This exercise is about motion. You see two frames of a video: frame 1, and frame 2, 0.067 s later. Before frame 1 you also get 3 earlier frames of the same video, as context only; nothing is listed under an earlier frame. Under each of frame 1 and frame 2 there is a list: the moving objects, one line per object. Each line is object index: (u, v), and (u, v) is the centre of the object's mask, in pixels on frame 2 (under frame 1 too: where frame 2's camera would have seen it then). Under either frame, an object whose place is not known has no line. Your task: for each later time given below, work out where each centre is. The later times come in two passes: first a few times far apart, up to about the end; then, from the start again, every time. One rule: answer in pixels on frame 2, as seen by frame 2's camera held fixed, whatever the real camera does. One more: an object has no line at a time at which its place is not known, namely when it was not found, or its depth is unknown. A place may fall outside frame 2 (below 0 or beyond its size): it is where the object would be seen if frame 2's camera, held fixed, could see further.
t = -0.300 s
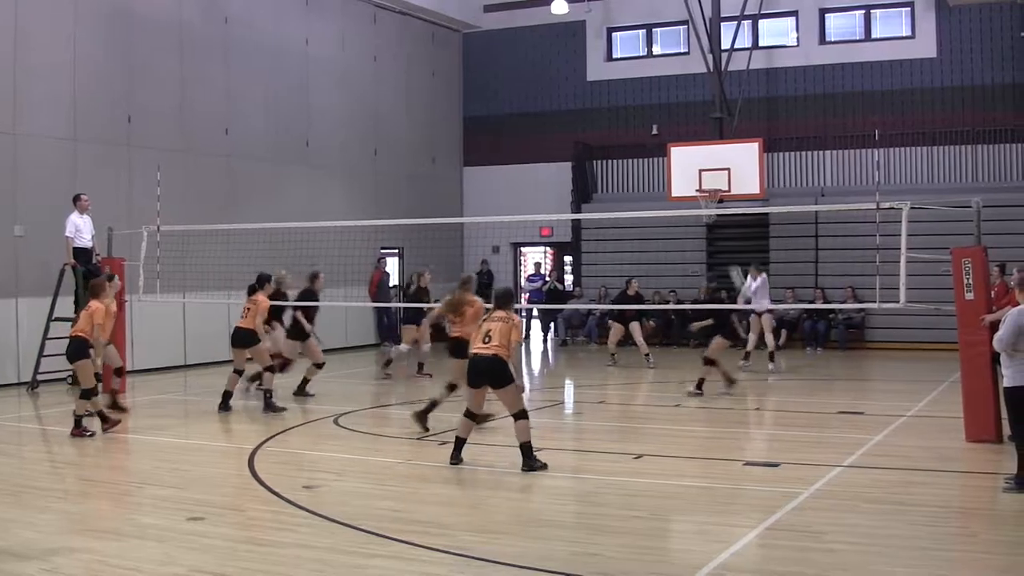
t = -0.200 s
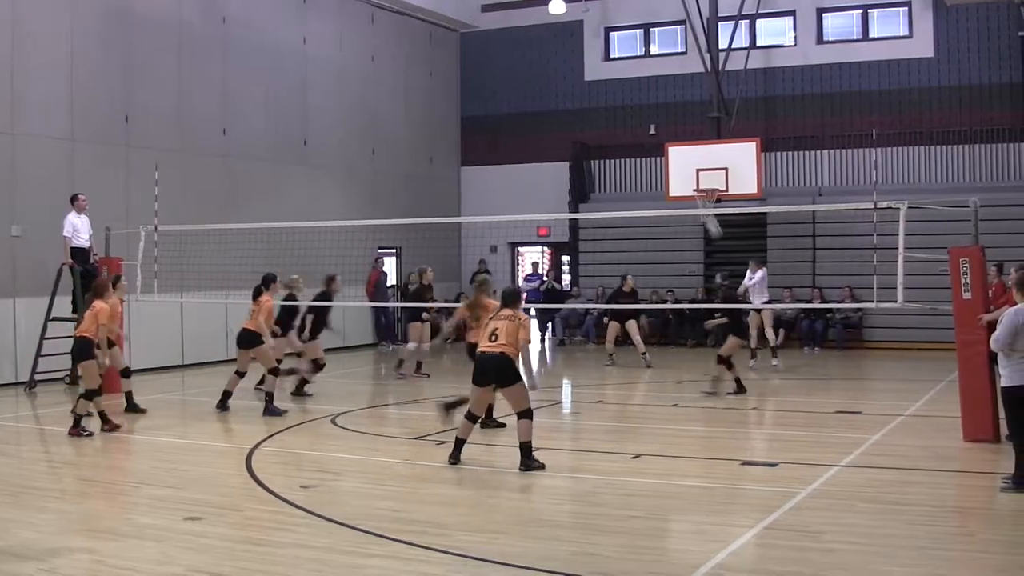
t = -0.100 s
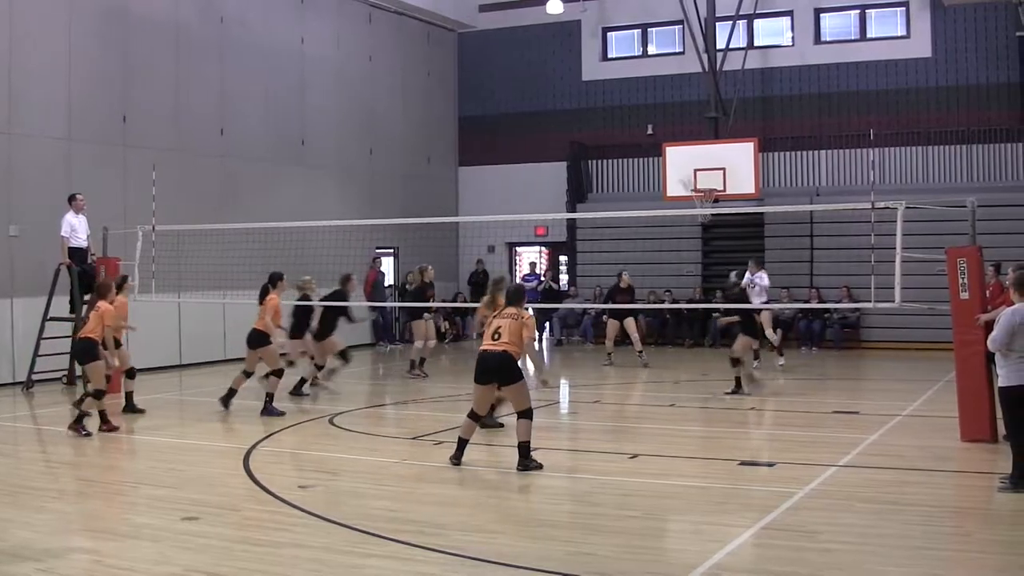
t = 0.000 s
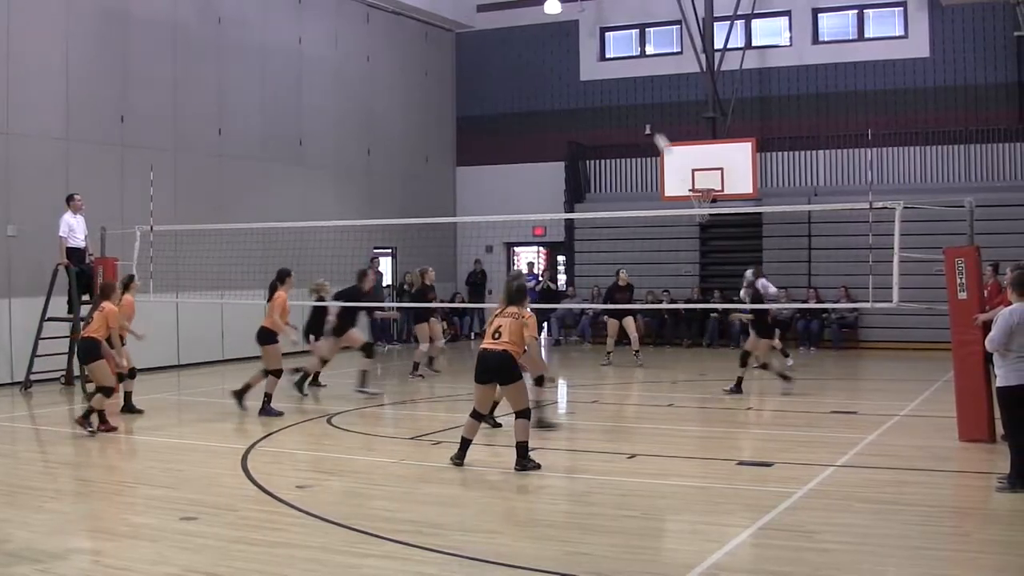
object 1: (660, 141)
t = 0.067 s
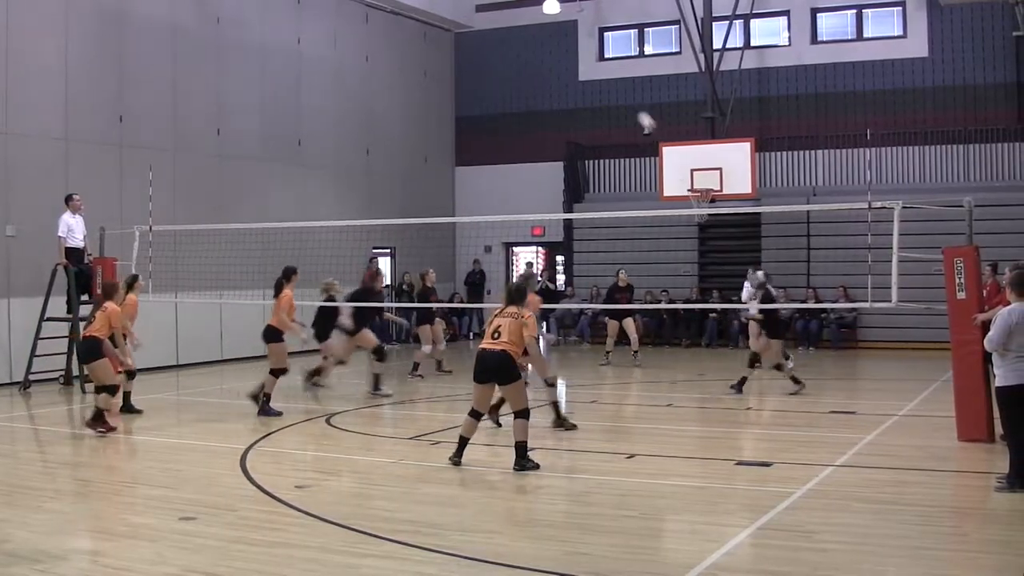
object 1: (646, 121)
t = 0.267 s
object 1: (601, 73)
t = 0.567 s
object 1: (534, 51)
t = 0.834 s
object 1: (473, 85)
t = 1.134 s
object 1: (406, 186)
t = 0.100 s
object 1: (639, 112)
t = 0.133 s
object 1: (631, 102)
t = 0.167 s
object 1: (623, 94)
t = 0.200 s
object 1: (616, 87)
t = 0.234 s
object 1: (608, 79)
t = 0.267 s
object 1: (601, 73)
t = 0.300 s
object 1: (593, 67)
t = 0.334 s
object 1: (585, 63)
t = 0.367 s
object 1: (577, 60)
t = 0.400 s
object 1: (570, 57)
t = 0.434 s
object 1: (563, 54)
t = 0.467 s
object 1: (556, 53)
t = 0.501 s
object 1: (549, 52)
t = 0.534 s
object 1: (541, 51)
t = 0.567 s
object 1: (534, 51)
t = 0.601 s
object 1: (526, 53)
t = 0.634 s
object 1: (519, 55)
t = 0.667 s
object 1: (511, 58)
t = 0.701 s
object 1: (504, 62)
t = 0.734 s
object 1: (496, 66)
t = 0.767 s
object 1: (489, 72)
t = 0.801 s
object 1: (481, 78)
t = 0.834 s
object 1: (473, 85)
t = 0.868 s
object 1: (465, 93)
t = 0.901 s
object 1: (458, 102)
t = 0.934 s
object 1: (451, 111)
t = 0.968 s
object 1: (444, 121)
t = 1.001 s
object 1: (436, 132)
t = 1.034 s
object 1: (428, 144)
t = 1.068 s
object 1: (420, 158)
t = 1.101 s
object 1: (413, 171)
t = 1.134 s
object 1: (406, 186)
